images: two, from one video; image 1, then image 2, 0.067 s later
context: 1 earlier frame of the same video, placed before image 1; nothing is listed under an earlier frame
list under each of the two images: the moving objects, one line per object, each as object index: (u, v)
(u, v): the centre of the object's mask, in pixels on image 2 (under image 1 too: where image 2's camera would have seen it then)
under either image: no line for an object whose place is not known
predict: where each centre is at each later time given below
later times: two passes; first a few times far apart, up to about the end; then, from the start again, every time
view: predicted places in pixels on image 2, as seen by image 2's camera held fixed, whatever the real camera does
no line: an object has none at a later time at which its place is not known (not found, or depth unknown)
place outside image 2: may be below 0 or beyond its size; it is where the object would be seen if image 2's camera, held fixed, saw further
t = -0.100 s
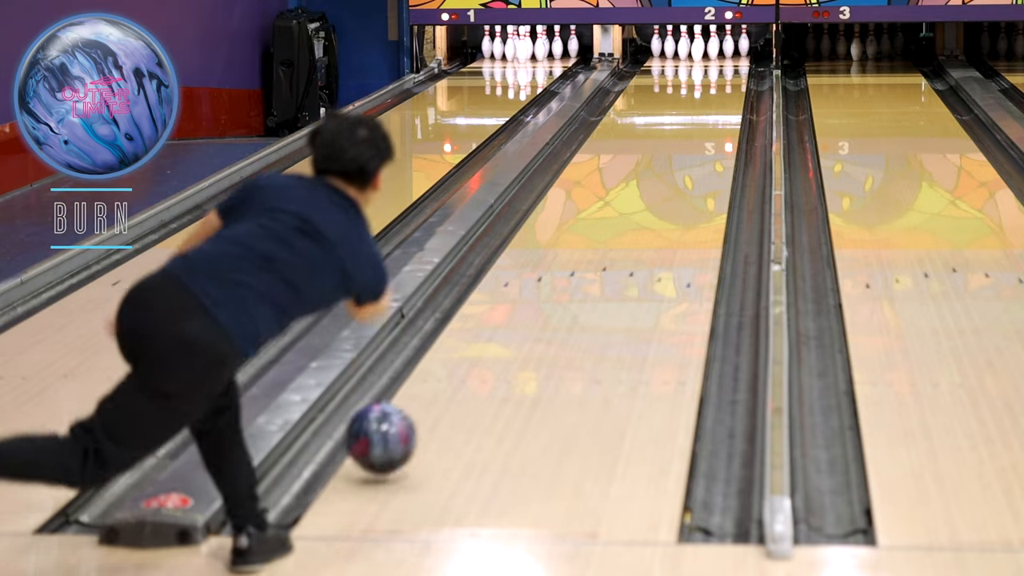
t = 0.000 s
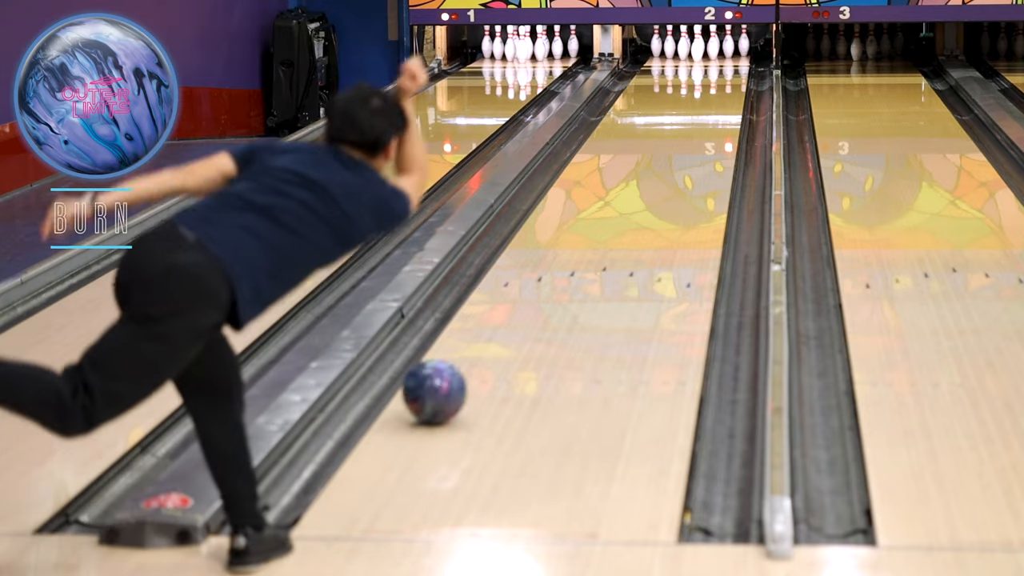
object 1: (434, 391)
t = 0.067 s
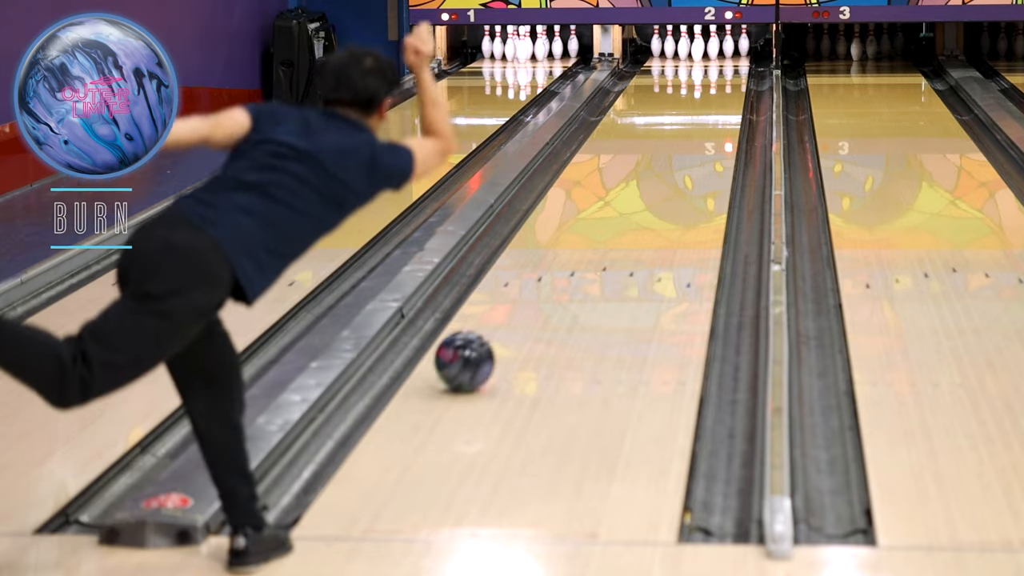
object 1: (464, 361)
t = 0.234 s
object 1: (525, 298)
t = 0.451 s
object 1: (582, 238)
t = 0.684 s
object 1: (626, 190)
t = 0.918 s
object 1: (658, 153)
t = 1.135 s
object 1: (681, 127)
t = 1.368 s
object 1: (699, 104)
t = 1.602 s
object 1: (712, 85)
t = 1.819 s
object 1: (717, 70)
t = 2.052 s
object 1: (713, 58)
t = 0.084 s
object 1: (471, 354)
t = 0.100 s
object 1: (478, 347)
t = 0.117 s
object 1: (484, 340)
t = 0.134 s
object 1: (491, 334)
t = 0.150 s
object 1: (497, 327)
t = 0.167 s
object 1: (503, 321)
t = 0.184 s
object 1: (509, 315)
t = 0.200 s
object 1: (514, 309)
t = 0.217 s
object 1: (520, 303)
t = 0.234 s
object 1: (525, 298)
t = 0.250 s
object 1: (530, 292)
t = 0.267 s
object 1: (535, 287)
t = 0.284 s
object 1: (540, 282)
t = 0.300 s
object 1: (545, 277)
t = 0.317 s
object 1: (549, 272)
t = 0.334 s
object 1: (554, 268)
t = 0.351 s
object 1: (558, 263)
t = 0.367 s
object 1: (562, 259)
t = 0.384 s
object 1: (566, 254)
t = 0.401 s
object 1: (570, 250)
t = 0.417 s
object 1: (574, 246)
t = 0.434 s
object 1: (578, 242)
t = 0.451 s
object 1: (582, 238)
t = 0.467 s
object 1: (586, 234)
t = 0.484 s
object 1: (589, 230)
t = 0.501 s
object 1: (593, 226)
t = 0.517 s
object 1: (596, 223)
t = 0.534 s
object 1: (599, 219)
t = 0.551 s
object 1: (603, 215)
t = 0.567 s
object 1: (606, 212)
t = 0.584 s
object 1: (609, 209)
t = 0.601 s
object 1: (612, 205)
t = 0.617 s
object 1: (615, 202)
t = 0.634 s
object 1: (618, 199)
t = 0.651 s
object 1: (620, 196)
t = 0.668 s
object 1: (623, 192)
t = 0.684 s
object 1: (626, 190)
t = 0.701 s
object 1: (629, 187)
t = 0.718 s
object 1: (631, 184)
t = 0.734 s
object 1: (634, 181)
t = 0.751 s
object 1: (636, 178)
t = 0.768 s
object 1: (639, 175)
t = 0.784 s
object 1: (641, 173)
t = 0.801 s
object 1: (643, 170)
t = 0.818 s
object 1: (645, 168)
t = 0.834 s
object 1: (647, 165)
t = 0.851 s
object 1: (650, 163)
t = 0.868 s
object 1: (652, 160)
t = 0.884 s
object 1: (654, 158)
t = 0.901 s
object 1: (656, 155)
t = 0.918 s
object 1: (658, 153)
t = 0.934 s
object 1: (660, 151)
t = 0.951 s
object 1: (662, 149)
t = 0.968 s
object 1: (664, 147)
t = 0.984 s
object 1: (666, 145)
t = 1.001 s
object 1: (668, 142)
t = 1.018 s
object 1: (669, 140)
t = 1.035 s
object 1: (671, 138)
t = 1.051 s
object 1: (673, 136)
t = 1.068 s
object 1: (674, 134)
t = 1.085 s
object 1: (676, 133)
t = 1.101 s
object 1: (678, 131)
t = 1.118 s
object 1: (679, 129)
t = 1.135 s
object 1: (681, 127)
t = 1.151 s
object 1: (682, 125)
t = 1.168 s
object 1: (684, 123)
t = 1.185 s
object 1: (685, 122)
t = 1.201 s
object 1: (686, 120)
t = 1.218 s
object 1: (688, 118)
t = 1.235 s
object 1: (689, 117)
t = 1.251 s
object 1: (691, 115)
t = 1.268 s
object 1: (692, 113)
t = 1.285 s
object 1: (693, 112)
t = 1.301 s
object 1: (694, 110)
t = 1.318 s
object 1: (696, 109)
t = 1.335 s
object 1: (697, 107)
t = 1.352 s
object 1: (698, 106)
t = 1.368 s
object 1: (699, 104)
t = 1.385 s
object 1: (700, 103)
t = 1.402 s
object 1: (701, 101)
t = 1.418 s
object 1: (702, 100)
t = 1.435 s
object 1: (703, 98)
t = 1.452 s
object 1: (704, 97)
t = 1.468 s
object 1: (705, 95)
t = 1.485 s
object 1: (706, 94)
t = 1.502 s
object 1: (707, 93)
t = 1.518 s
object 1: (708, 91)
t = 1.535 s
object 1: (709, 90)
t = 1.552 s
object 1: (709, 89)
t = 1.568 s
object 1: (710, 88)
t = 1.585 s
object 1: (711, 86)
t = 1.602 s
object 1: (712, 85)
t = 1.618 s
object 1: (712, 84)
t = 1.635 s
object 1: (713, 83)
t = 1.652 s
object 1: (714, 82)
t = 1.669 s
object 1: (714, 80)
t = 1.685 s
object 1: (714, 79)
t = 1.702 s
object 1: (715, 78)
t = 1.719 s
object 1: (716, 77)
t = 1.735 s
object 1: (716, 76)
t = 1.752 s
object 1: (716, 75)
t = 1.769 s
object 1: (716, 74)
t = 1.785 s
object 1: (716, 72)
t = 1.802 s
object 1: (716, 71)
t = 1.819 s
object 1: (717, 70)
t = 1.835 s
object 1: (717, 69)
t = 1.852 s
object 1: (717, 68)
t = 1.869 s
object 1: (717, 68)
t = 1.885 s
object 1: (716, 67)
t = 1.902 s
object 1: (716, 66)
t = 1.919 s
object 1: (716, 65)
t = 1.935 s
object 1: (716, 64)
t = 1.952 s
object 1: (715, 63)
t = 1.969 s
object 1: (715, 62)
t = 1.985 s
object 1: (715, 61)
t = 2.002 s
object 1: (714, 60)
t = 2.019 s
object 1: (714, 60)
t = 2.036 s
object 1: (713, 59)
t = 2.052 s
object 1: (713, 58)
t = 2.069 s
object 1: (712, 57)
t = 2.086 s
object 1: (711, 56)
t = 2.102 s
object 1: (710, 56)
